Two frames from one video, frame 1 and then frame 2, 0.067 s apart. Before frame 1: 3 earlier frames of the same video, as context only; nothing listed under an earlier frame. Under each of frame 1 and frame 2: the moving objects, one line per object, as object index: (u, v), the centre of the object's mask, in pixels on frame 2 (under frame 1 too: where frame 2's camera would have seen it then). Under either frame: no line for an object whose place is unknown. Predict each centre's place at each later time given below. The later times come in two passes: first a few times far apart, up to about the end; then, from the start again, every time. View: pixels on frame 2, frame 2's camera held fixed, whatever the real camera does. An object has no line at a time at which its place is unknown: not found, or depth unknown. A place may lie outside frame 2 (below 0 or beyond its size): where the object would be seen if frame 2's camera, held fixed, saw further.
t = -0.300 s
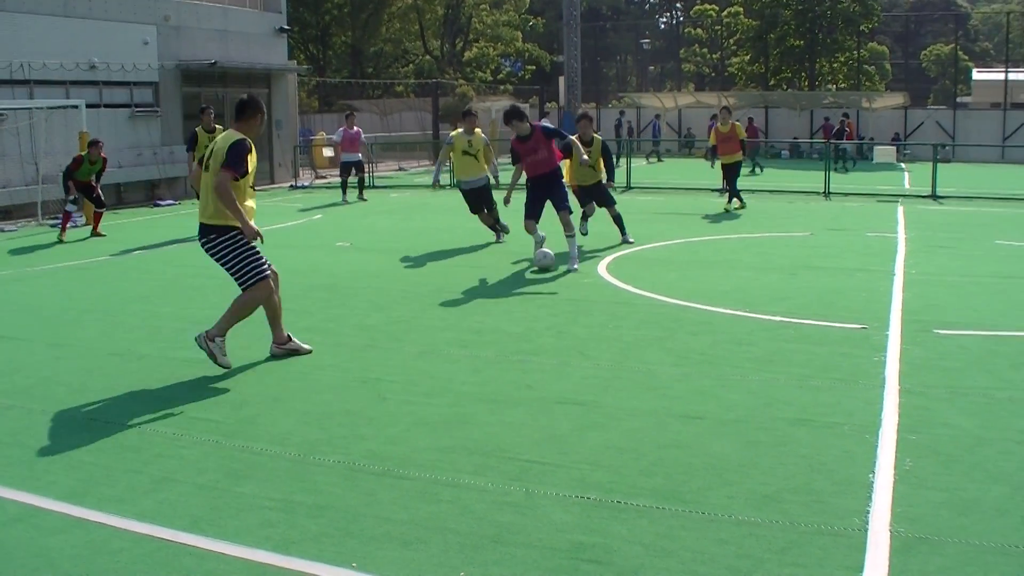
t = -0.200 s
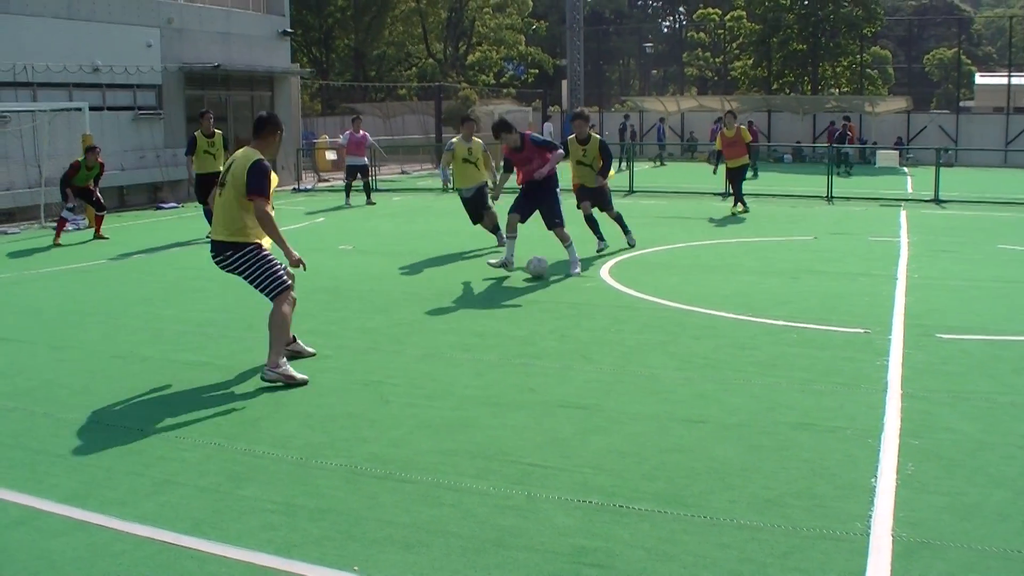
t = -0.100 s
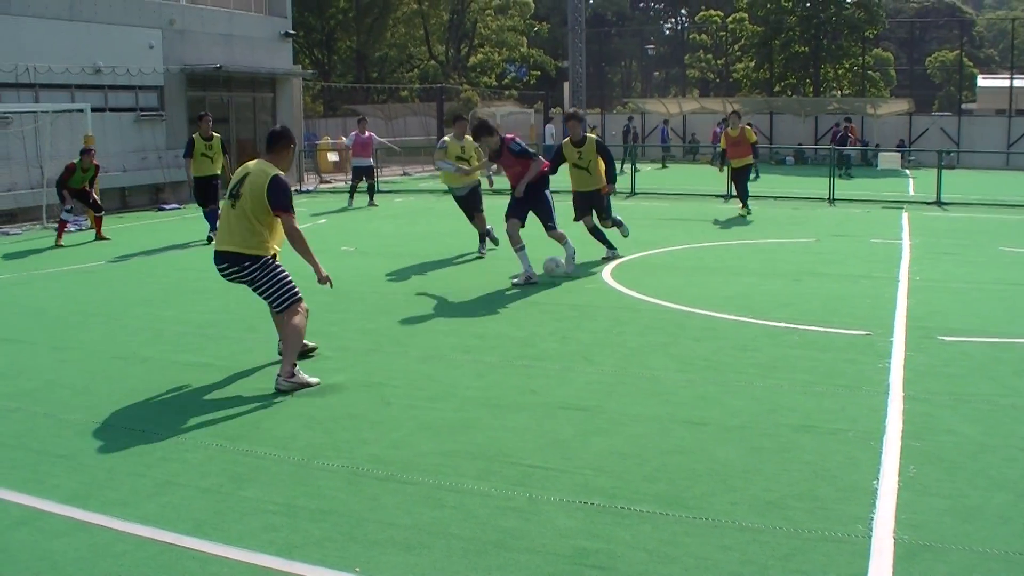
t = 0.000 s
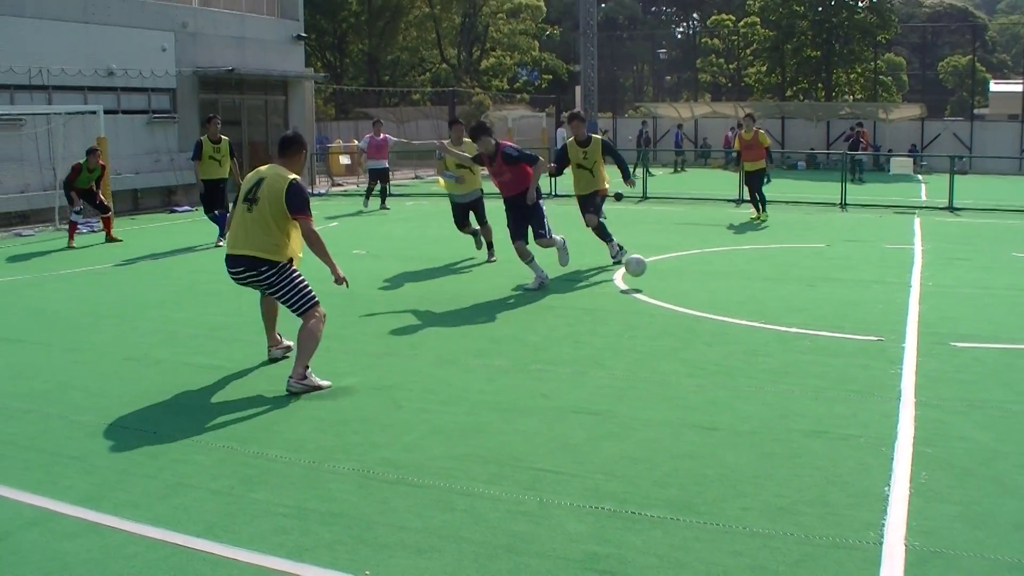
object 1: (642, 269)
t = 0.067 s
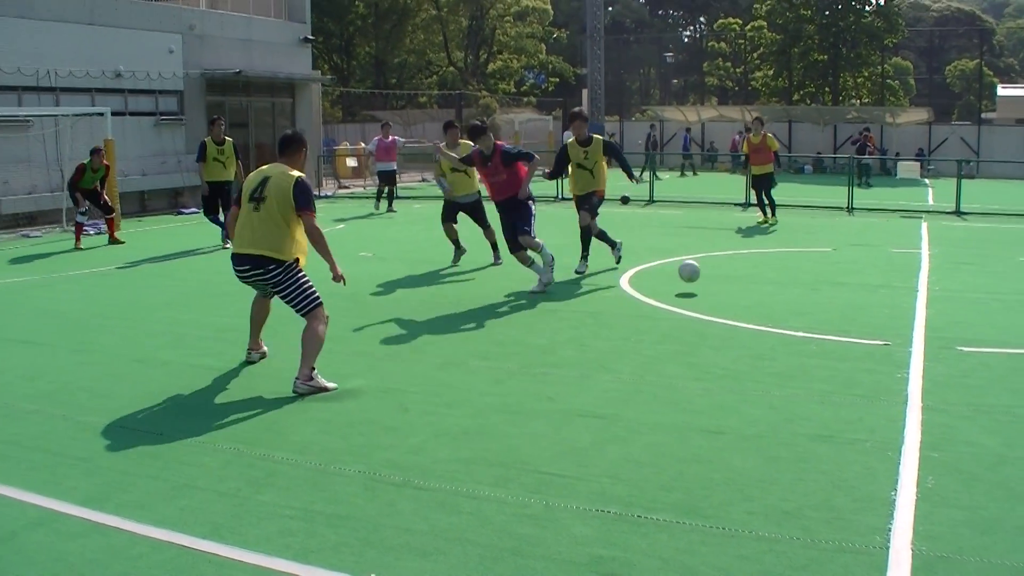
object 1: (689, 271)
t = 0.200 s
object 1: (776, 280)
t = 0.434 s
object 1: (891, 285)
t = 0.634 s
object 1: (969, 289)
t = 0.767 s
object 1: (1021, 291)
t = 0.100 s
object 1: (712, 274)
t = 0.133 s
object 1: (736, 278)
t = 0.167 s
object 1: (757, 282)
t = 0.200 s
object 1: (776, 280)
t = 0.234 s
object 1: (794, 279)
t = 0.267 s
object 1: (811, 280)
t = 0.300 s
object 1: (829, 282)
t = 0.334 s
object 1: (846, 284)
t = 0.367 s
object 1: (861, 283)
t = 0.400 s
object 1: (876, 284)
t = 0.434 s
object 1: (891, 285)
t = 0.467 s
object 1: (904, 286)
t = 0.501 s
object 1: (918, 286)
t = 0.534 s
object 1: (930, 286)
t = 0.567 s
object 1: (943, 286)
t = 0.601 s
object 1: (956, 288)
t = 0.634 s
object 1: (969, 289)
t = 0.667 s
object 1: (982, 290)
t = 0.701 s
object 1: (995, 290)
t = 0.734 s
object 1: (1008, 291)
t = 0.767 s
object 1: (1021, 291)
